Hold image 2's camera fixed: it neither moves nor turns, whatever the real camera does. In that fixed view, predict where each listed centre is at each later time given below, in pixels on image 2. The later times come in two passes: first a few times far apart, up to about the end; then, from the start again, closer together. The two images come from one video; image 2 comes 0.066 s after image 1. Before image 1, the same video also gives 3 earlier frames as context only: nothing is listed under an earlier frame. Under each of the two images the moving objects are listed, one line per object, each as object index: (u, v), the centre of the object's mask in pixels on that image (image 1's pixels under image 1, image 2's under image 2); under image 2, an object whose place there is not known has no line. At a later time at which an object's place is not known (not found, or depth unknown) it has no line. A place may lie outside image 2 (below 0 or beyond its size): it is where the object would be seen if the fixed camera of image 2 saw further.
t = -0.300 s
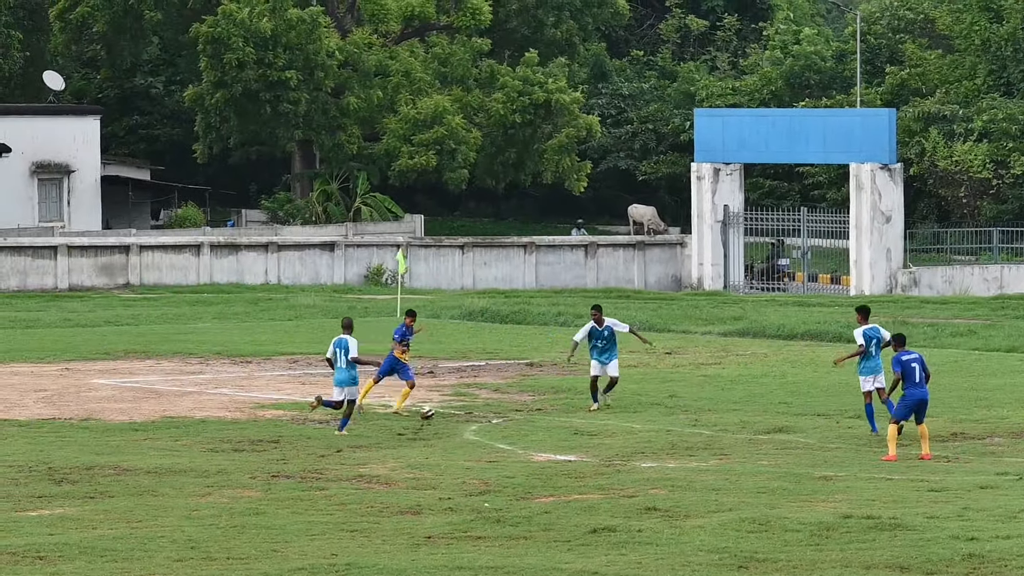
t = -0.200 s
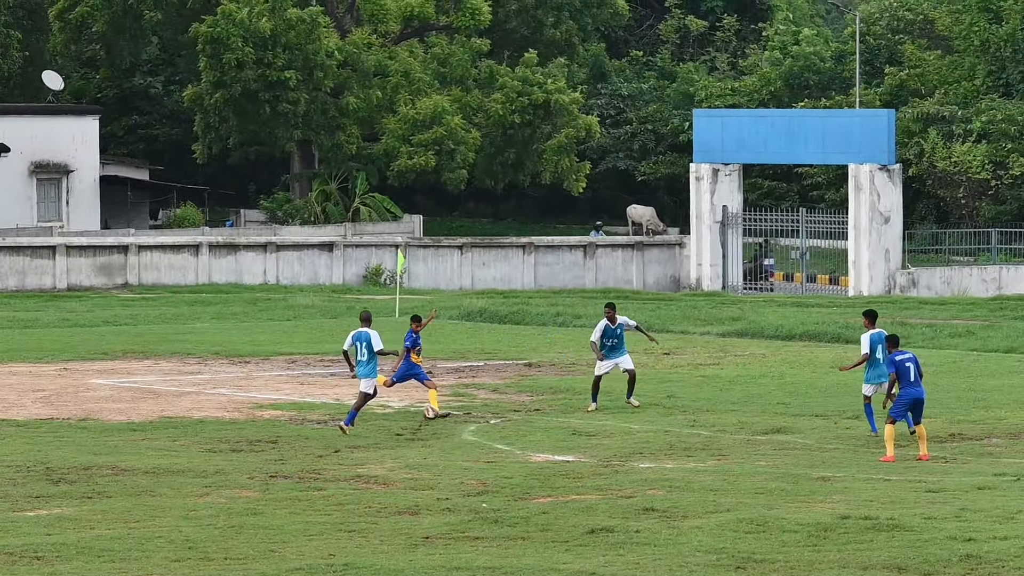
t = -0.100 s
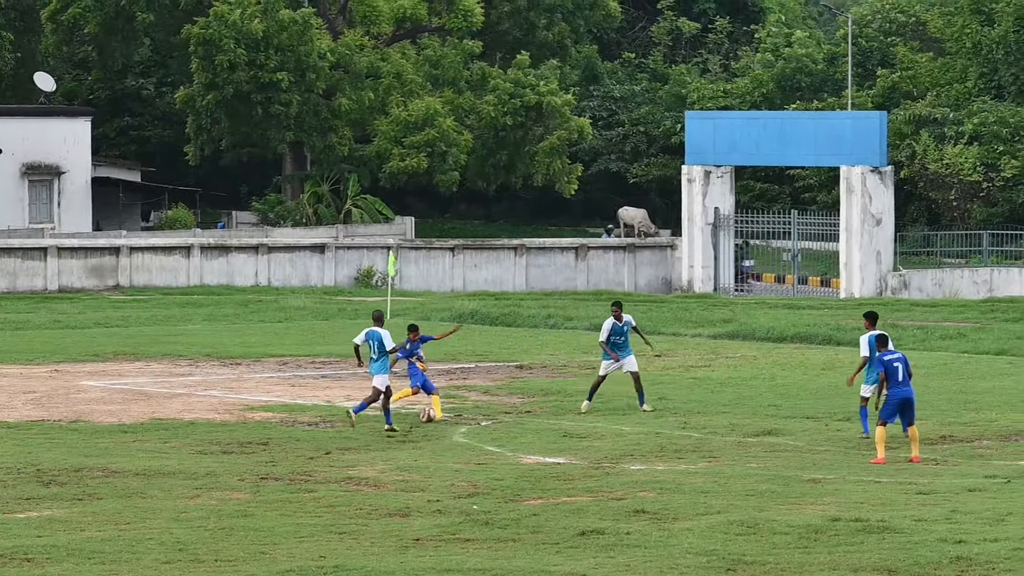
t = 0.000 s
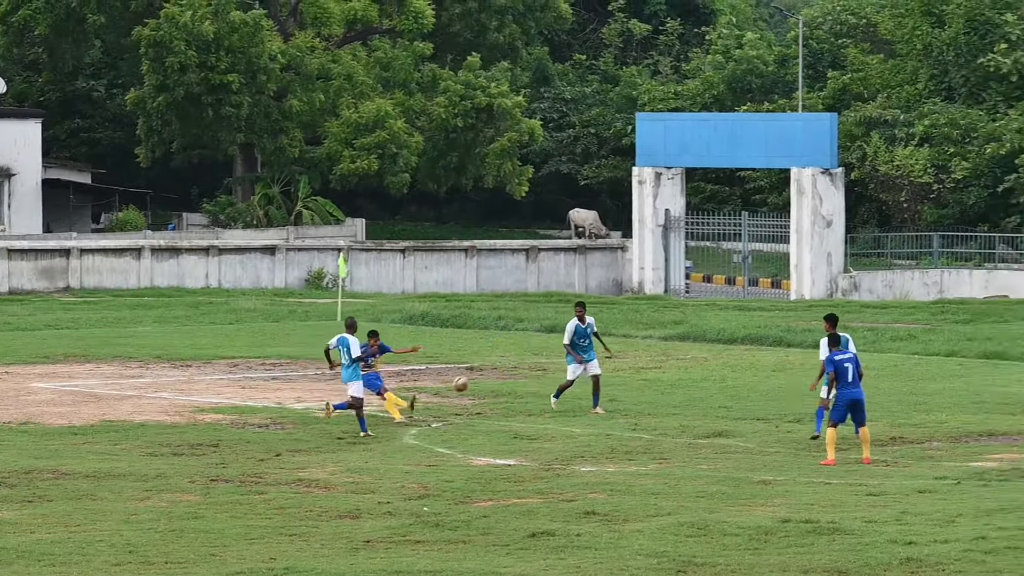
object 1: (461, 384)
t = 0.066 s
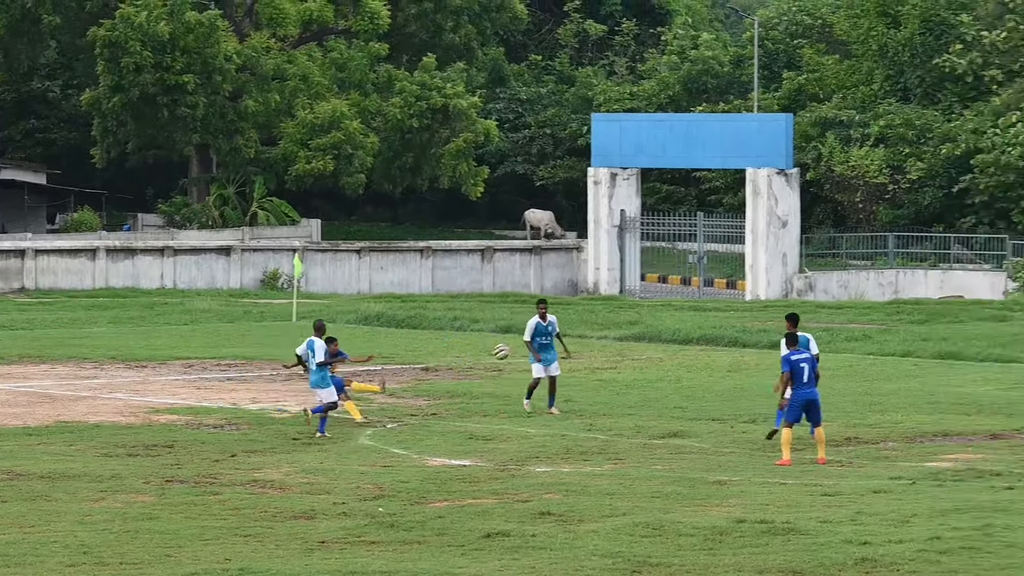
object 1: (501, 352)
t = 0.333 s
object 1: (819, 246)
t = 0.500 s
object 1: (999, 198)
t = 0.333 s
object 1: (819, 246)
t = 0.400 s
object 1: (893, 226)
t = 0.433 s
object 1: (930, 216)
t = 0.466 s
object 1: (965, 207)
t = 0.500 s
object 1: (999, 198)
